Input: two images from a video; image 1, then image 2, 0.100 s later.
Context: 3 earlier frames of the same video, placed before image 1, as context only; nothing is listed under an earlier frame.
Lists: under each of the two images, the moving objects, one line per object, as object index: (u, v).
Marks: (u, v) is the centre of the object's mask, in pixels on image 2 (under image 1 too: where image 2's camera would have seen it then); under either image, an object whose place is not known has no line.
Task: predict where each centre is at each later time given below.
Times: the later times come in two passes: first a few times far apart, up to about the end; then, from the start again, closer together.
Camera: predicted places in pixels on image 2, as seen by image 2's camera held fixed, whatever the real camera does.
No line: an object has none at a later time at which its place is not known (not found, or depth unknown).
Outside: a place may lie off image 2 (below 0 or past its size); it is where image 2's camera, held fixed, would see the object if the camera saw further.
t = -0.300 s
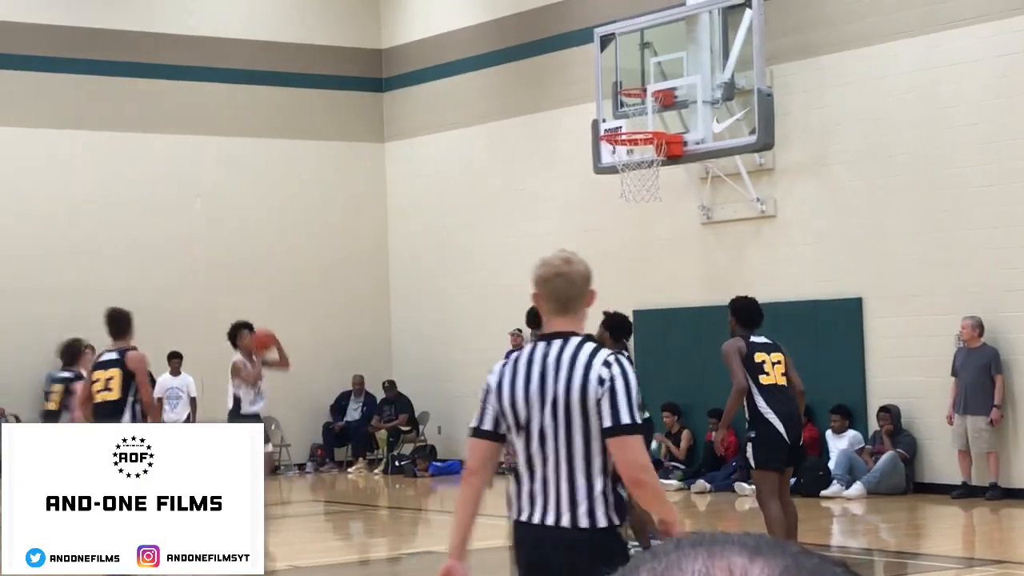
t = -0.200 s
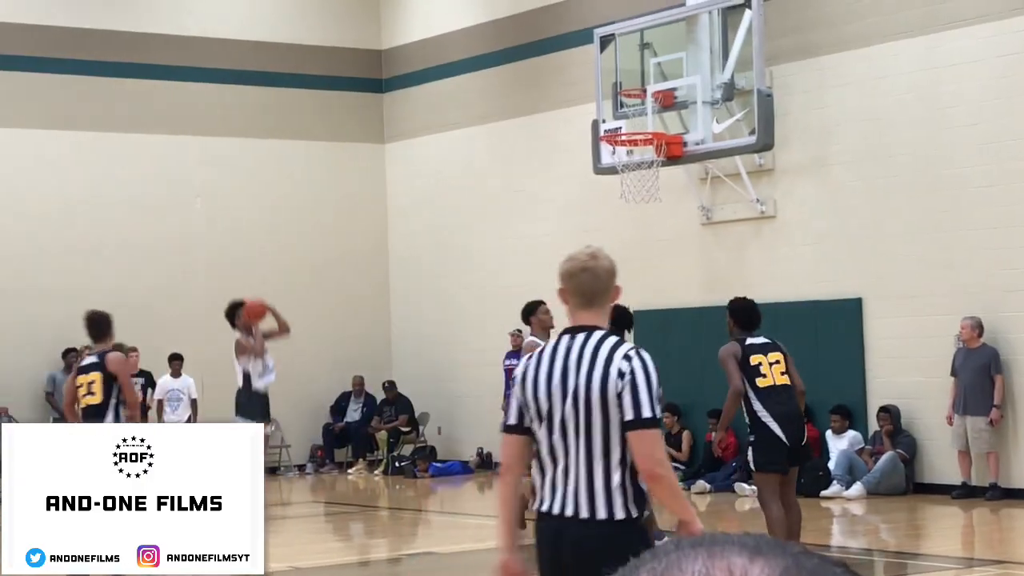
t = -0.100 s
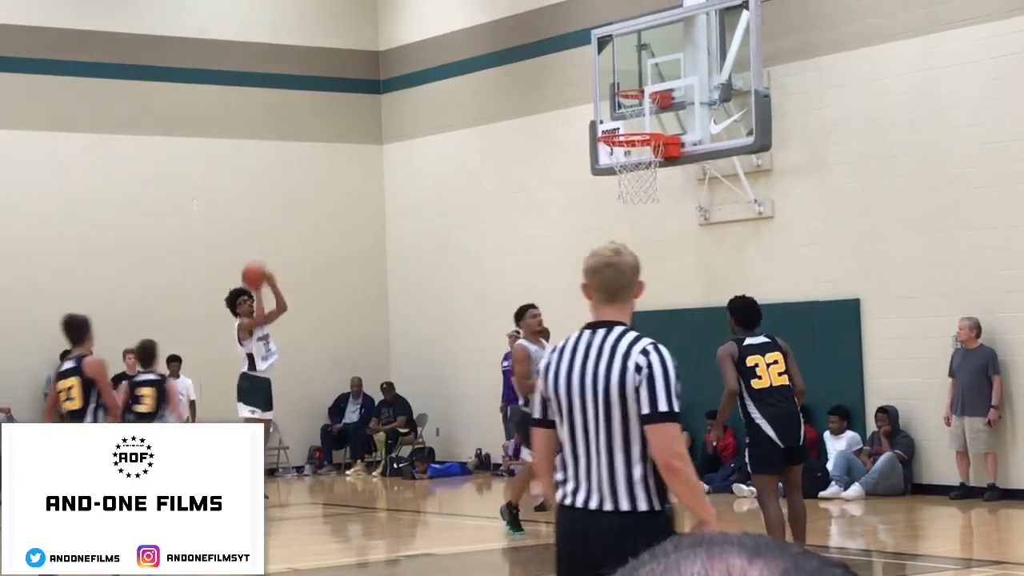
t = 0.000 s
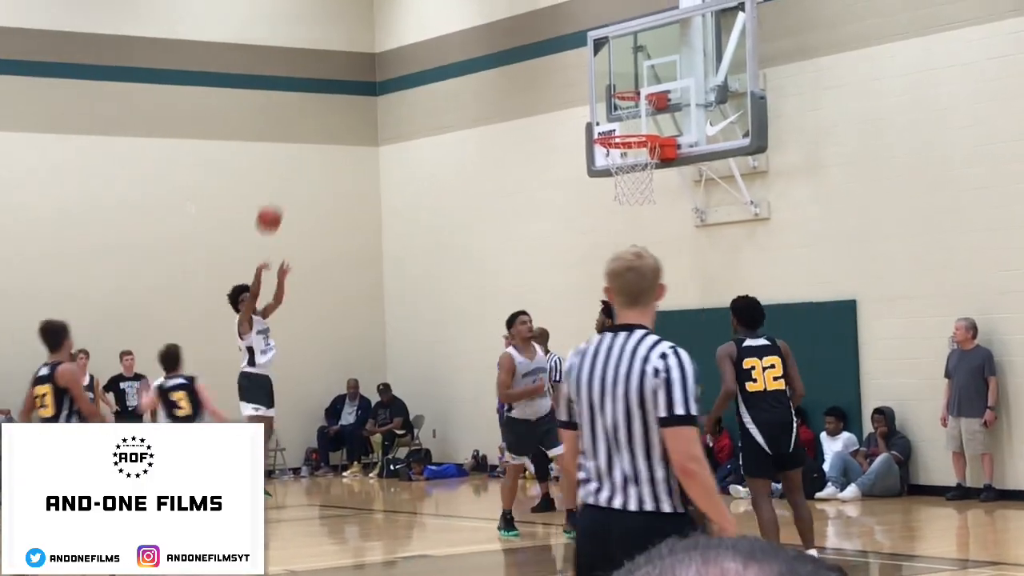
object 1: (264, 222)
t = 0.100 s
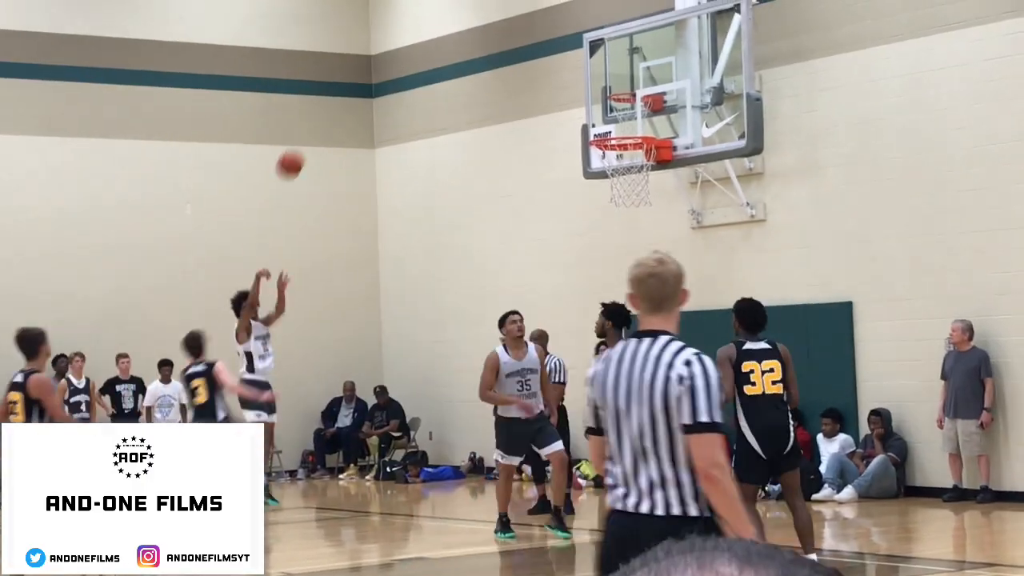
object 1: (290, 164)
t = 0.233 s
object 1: (325, 100)
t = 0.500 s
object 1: (404, 21)
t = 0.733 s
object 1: (481, 12)
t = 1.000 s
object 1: (584, 87)
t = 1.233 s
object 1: (644, 183)
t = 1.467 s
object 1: (634, 282)
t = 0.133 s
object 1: (298, 147)
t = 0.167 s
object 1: (307, 130)
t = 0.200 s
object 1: (316, 115)
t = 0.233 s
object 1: (325, 100)
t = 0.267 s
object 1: (334, 86)
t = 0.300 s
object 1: (343, 73)
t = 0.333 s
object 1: (354, 62)
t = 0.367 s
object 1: (363, 52)
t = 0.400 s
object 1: (373, 42)
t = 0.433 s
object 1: (383, 34)
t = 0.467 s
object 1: (393, 28)
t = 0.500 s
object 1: (404, 21)
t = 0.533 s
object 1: (414, 16)
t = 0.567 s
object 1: (425, 12)
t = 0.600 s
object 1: (436, 10)
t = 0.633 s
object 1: (447, 9)
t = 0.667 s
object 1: (459, 8)
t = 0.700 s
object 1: (470, 10)
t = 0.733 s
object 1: (481, 12)
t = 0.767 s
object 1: (494, 16)
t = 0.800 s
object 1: (506, 22)
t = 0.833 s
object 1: (518, 29)
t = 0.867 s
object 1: (531, 37)
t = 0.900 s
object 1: (544, 48)
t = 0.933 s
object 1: (557, 58)
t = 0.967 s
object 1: (570, 72)
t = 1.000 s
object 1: (584, 87)
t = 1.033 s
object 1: (598, 103)
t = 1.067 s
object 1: (613, 122)
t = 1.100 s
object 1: (626, 135)
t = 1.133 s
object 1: (643, 155)
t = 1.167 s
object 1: (646, 167)
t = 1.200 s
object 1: (645, 175)
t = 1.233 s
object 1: (644, 183)
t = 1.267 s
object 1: (642, 192)
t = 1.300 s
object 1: (641, 203)
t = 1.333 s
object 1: (639, 216)
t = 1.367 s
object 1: (638, 230)
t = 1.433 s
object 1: (635, 264)
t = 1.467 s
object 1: (634, 282)
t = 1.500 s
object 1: (633, 304)
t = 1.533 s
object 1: (633, 328)
